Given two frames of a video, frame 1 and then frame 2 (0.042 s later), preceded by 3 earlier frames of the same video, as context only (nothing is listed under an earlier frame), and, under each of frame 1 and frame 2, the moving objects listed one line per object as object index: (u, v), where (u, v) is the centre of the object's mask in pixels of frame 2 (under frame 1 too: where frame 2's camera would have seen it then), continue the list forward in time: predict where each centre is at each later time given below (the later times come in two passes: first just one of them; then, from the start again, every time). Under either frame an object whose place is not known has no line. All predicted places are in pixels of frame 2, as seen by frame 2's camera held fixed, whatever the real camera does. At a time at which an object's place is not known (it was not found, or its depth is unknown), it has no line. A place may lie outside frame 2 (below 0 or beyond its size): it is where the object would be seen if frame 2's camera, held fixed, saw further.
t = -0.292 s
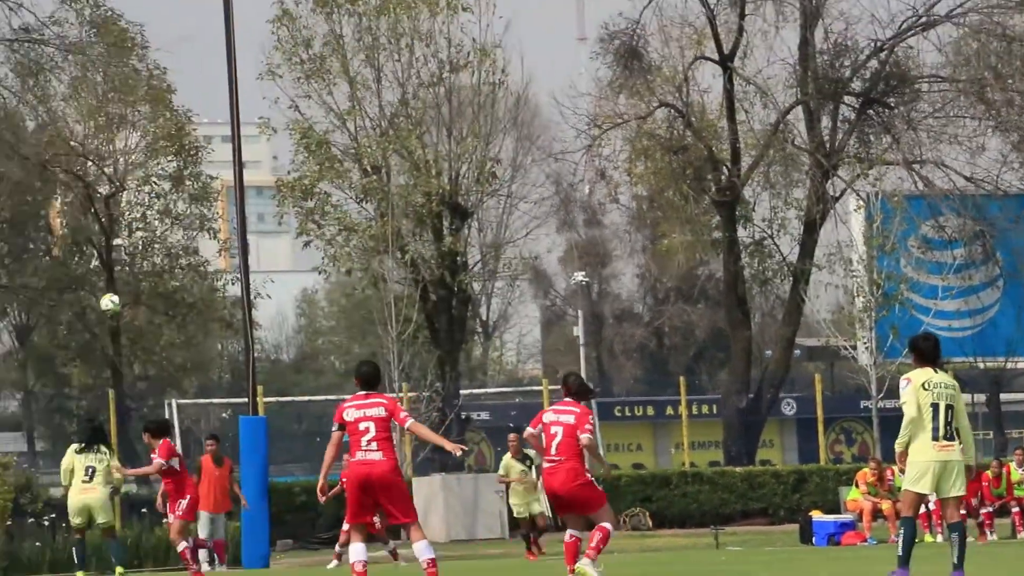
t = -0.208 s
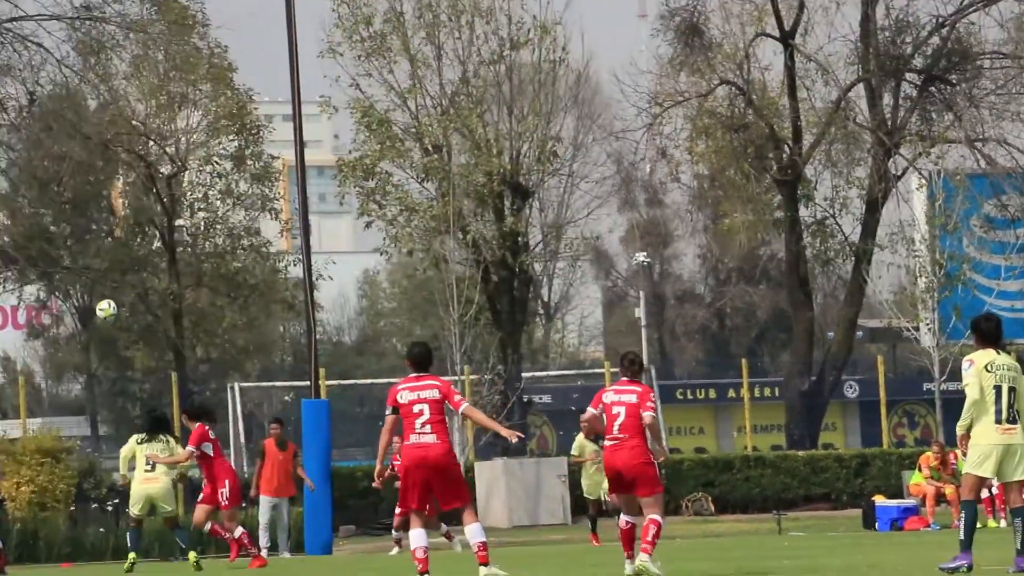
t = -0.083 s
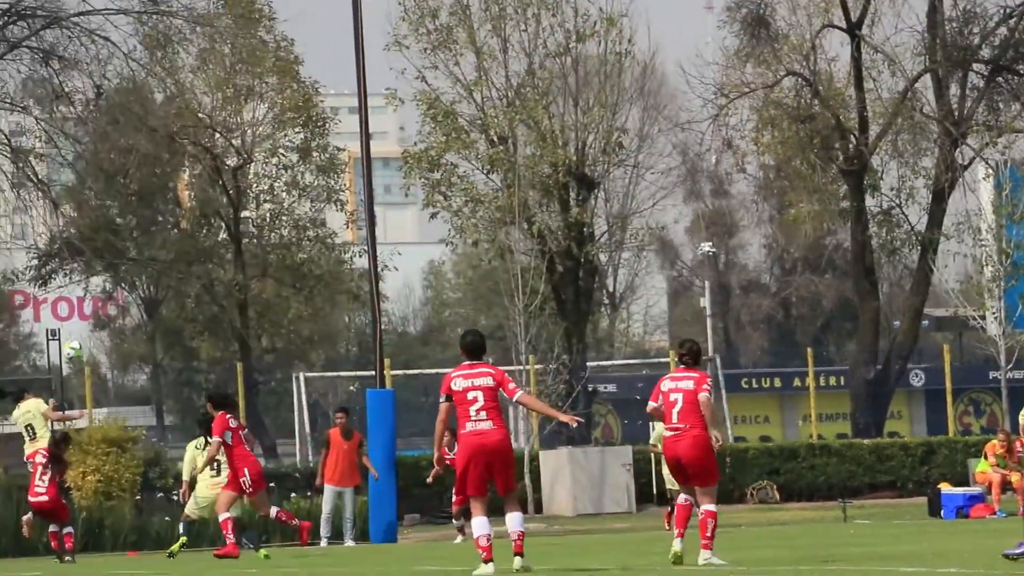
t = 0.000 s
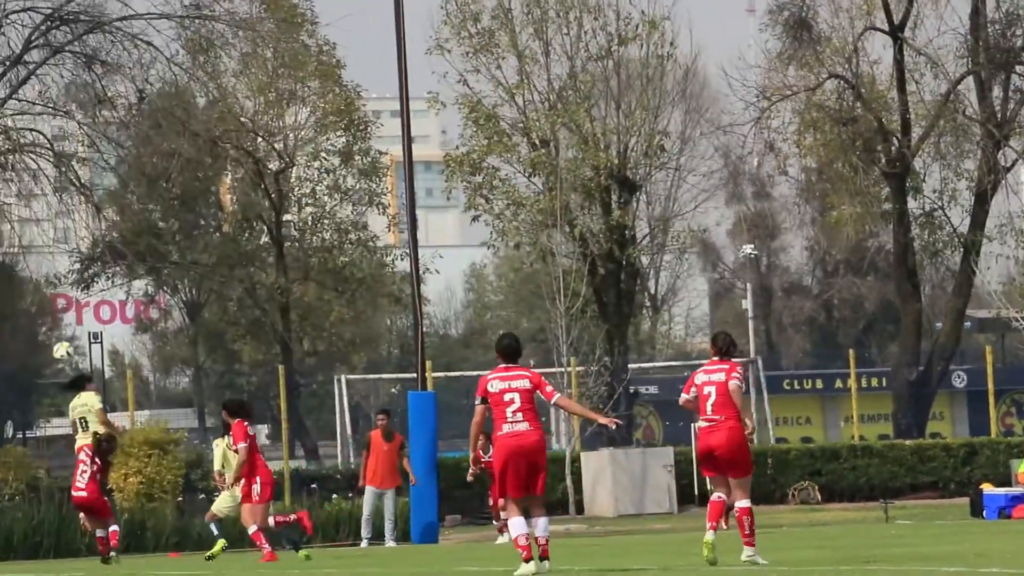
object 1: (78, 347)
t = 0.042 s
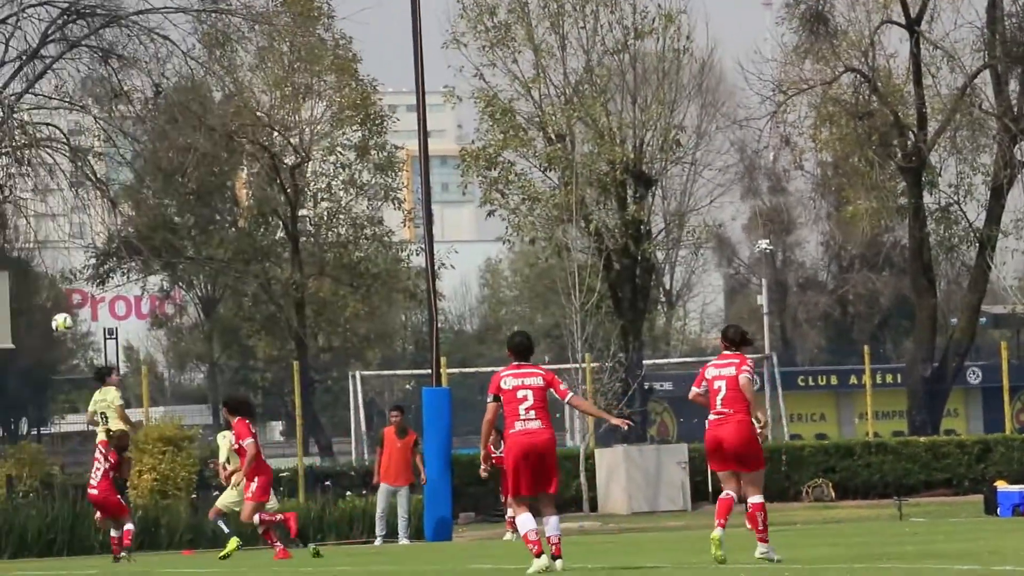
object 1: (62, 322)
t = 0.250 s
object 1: (-19, 223)
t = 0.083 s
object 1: (46, 300)
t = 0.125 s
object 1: (29, 279)
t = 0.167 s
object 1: (14, 259)
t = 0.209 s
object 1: (-2, 241)
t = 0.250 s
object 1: (-19, 223)
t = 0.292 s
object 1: (-39, 209)
